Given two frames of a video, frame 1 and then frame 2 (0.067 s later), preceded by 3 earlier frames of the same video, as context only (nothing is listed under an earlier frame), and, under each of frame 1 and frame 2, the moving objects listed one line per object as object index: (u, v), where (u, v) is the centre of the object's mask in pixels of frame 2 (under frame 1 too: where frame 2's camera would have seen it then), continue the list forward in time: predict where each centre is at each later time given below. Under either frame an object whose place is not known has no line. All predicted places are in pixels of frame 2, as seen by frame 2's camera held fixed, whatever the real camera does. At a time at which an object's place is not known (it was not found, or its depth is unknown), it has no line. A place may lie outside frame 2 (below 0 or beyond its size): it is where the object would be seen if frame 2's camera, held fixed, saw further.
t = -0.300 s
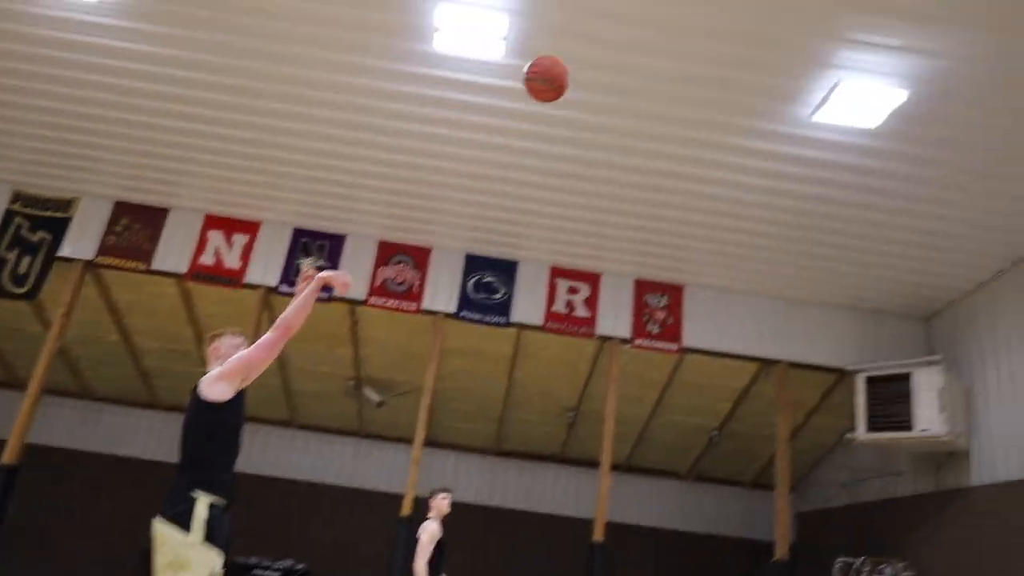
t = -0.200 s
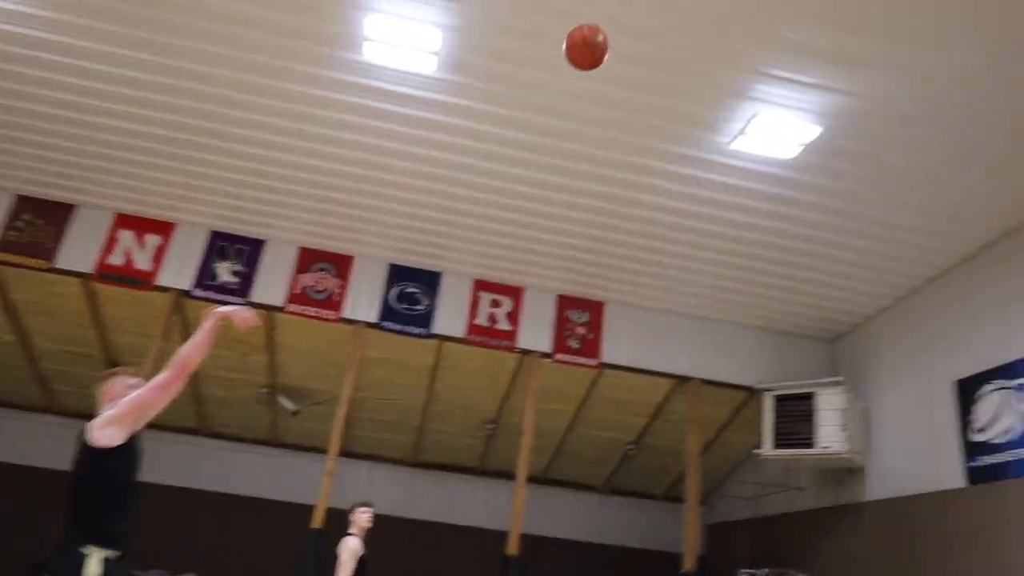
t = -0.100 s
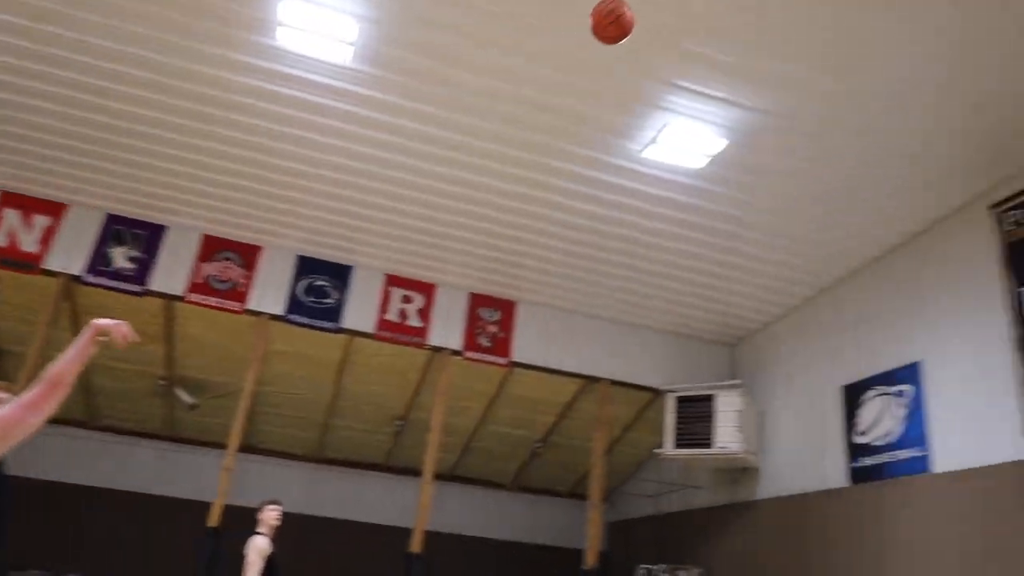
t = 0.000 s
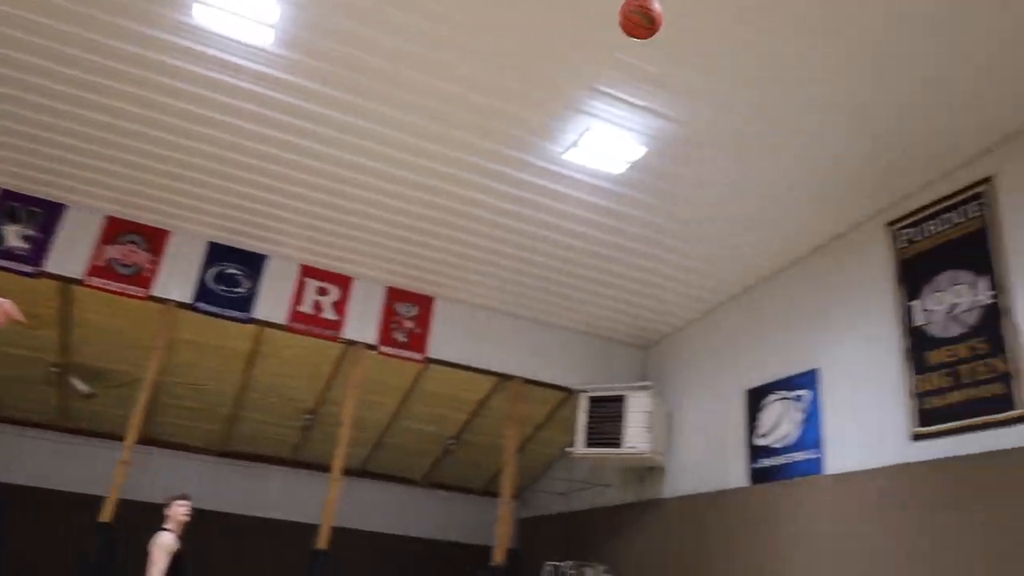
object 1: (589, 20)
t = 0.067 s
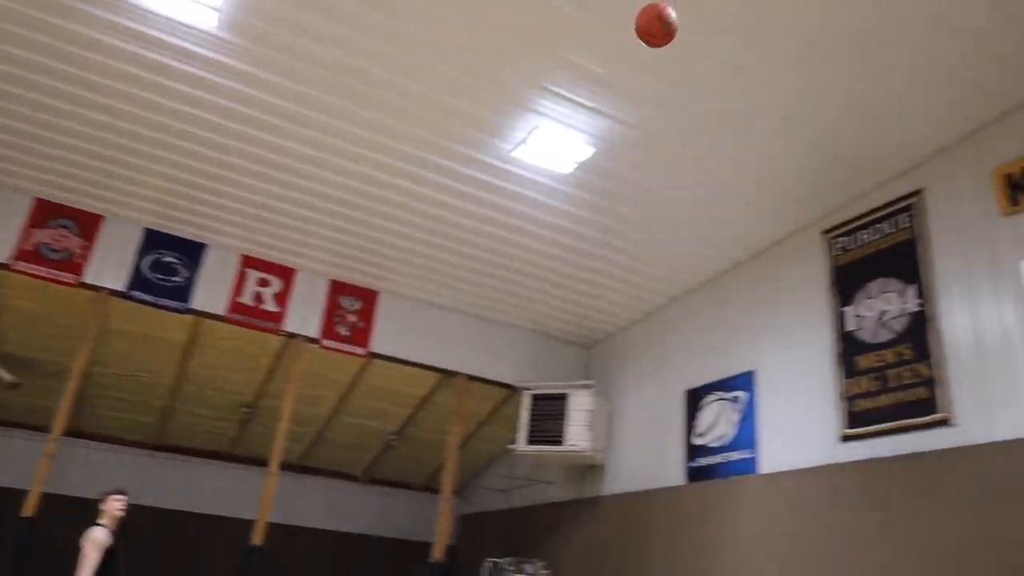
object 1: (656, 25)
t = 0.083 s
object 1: (673, 27)
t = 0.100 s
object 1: (689, 30)
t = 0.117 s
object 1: (705, 33)
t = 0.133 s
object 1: (721, 37)
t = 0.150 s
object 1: (737, 41)
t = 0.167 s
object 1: (753, 45)
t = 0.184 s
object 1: (769, 50)
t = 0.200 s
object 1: (786, 55)
